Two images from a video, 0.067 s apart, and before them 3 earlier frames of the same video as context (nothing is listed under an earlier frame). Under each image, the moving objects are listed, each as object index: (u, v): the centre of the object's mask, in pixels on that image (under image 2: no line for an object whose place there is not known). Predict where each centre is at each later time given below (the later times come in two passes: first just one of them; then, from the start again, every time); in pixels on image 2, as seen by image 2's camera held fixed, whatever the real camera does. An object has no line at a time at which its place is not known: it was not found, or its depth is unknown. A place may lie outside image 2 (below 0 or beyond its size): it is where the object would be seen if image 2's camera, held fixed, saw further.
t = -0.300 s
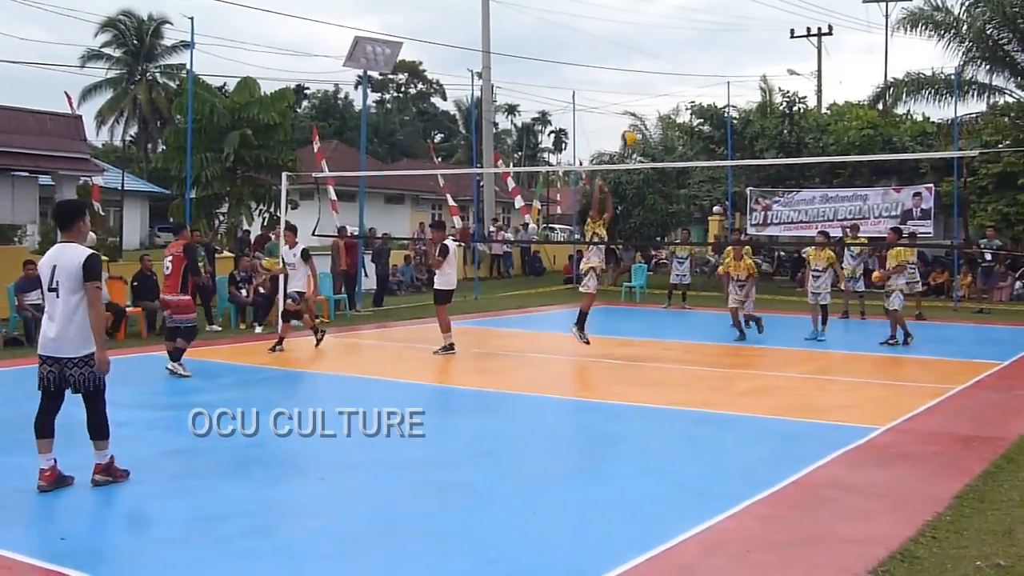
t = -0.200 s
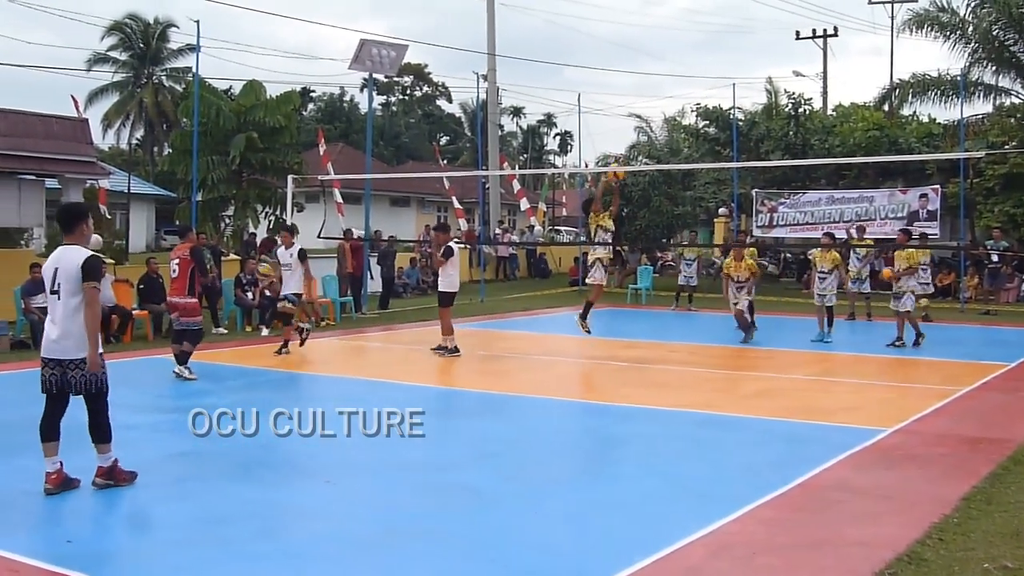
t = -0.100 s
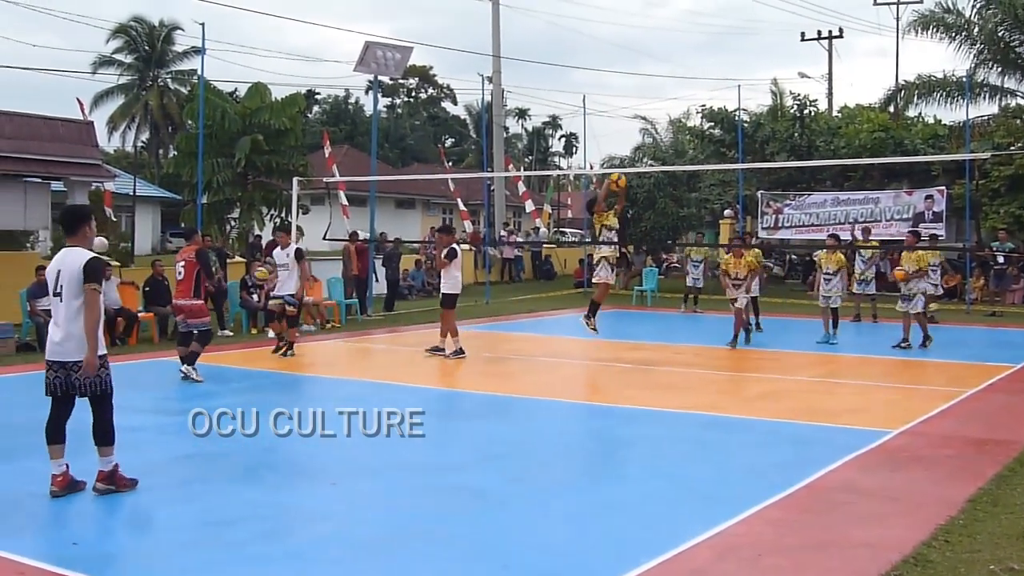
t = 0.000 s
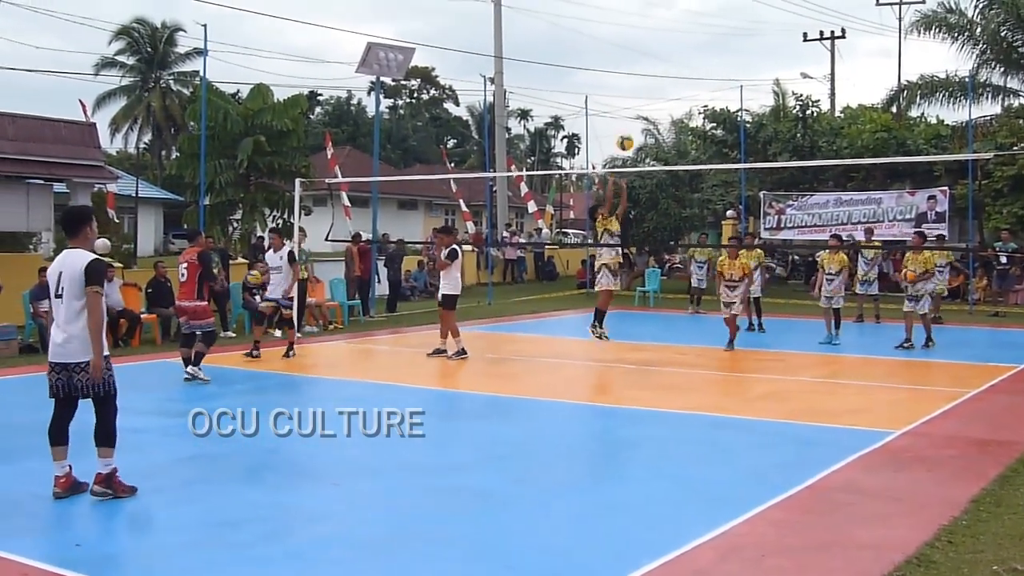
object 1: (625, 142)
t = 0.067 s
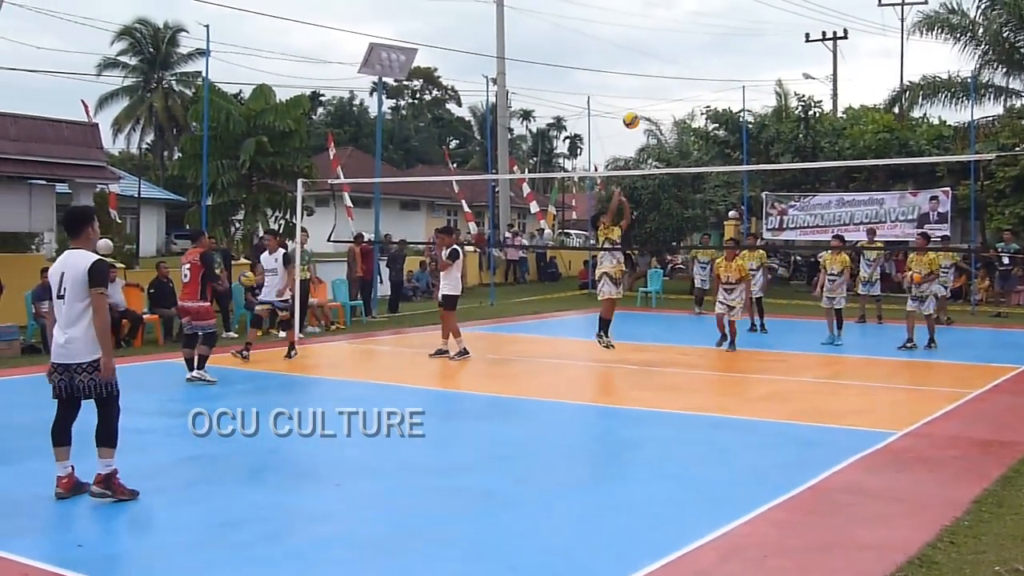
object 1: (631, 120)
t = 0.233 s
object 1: (640, 79)
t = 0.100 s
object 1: (633, 110)
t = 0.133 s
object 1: (634, 101)
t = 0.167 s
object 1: (636, 93)
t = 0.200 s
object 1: (638, 85)
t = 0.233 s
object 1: (640, 79)
